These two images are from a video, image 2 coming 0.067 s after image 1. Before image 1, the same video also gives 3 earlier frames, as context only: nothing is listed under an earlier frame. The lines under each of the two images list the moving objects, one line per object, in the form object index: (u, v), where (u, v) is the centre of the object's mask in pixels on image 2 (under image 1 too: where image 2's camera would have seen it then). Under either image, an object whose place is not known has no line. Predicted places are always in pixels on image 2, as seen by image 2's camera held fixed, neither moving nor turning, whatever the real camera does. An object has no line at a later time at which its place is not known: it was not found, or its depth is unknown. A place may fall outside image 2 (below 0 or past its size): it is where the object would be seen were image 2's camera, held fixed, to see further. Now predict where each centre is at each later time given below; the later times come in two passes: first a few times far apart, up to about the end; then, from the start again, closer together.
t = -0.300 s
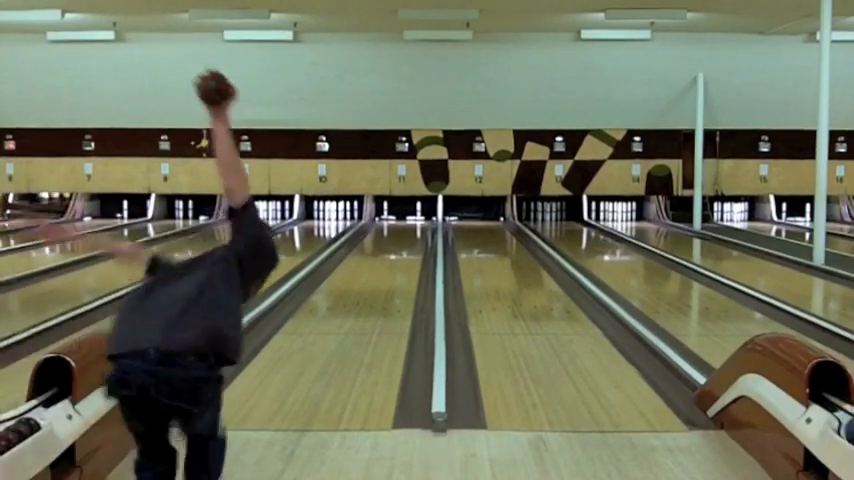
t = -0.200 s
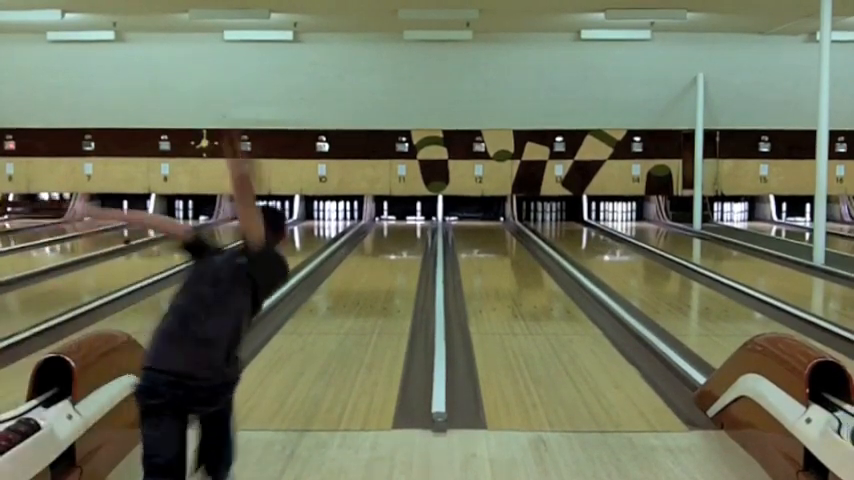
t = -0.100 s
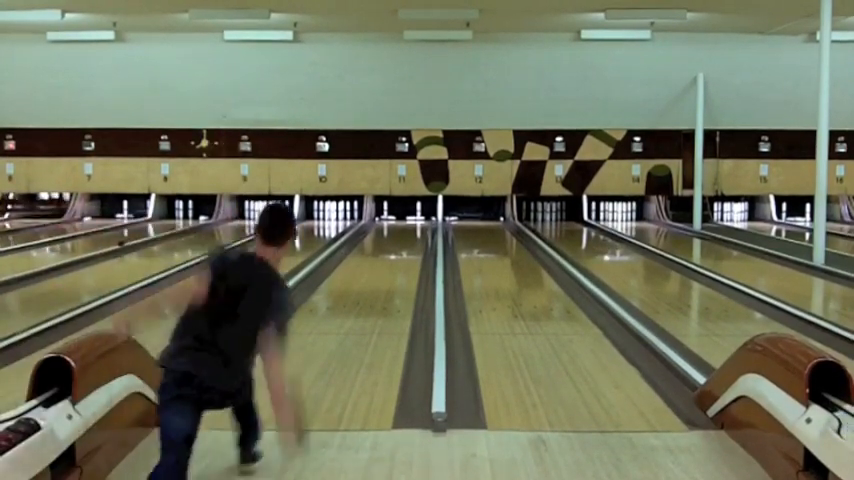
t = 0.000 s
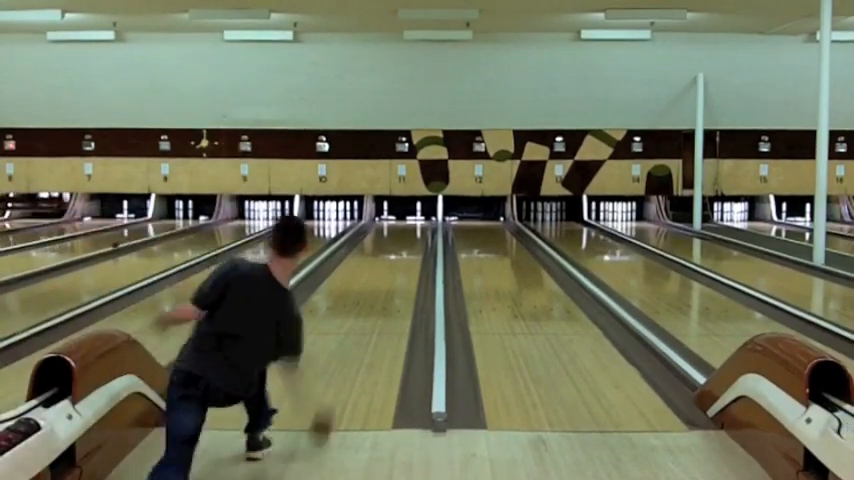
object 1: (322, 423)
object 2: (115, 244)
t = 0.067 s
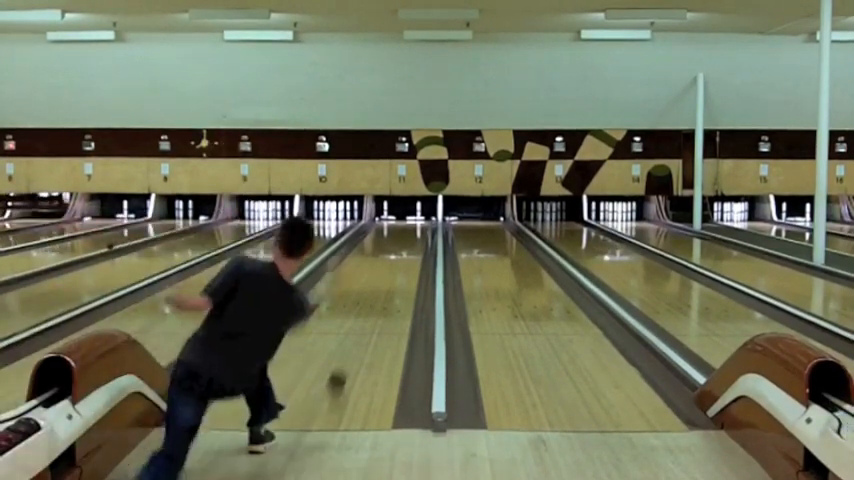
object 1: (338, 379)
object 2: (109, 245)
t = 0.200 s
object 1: (357, 331)
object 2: (101, 246)
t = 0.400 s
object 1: (374, 286)
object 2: (88, 248)
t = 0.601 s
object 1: (385, 260)
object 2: (73, 252)
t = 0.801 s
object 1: (393, 244)
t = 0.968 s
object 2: (45, 262)
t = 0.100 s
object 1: (344, 364)
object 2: (109, 245)
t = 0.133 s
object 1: (348, 353)
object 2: (106, 246)
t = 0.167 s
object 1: (353, 341)
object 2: (104, 246)
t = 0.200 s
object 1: (357, 331)
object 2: (101, 246)
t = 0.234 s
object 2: (99, 247)
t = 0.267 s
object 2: (97, 247)
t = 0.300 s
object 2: (95, 248)
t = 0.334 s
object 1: (369, 297)
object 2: (93, 248)
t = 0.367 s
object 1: (372, 291)
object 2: (90, 248)
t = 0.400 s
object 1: (374, 286)
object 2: (88, 248)
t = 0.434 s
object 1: (376, 281)
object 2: (86, 249)
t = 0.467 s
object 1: (378, 276)
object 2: (83, 250)
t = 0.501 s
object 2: (81, 250)
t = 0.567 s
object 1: (384, 263)
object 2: (76, 252)
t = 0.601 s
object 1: (385, 260)
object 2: (73, 252)
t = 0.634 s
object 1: (386, 257)
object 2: (71, 253)
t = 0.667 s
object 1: (387, 255)
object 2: (69, 255)
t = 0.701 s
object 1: (389, 252)
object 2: (67, 255)
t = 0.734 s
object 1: (390, 250)
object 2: (63, 257)
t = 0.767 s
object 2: (61, 257)
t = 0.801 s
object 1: (393, 244)
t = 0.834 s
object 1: (392, 242)
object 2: (55, 259)
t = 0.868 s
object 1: (394, 240)
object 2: (53, 259)
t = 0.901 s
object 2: (51, 260)
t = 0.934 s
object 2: (48, 261)
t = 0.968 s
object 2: (45, 262)
